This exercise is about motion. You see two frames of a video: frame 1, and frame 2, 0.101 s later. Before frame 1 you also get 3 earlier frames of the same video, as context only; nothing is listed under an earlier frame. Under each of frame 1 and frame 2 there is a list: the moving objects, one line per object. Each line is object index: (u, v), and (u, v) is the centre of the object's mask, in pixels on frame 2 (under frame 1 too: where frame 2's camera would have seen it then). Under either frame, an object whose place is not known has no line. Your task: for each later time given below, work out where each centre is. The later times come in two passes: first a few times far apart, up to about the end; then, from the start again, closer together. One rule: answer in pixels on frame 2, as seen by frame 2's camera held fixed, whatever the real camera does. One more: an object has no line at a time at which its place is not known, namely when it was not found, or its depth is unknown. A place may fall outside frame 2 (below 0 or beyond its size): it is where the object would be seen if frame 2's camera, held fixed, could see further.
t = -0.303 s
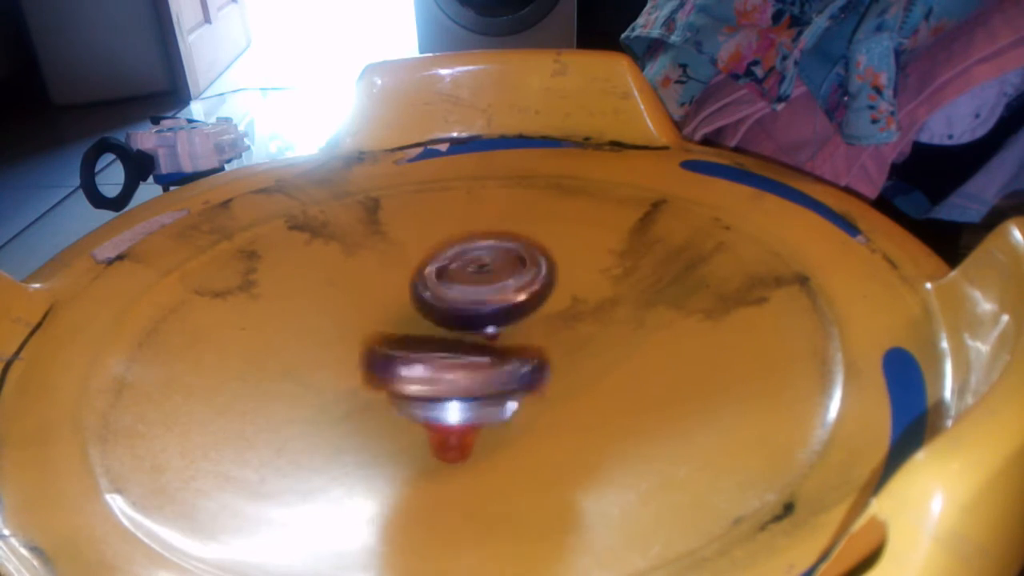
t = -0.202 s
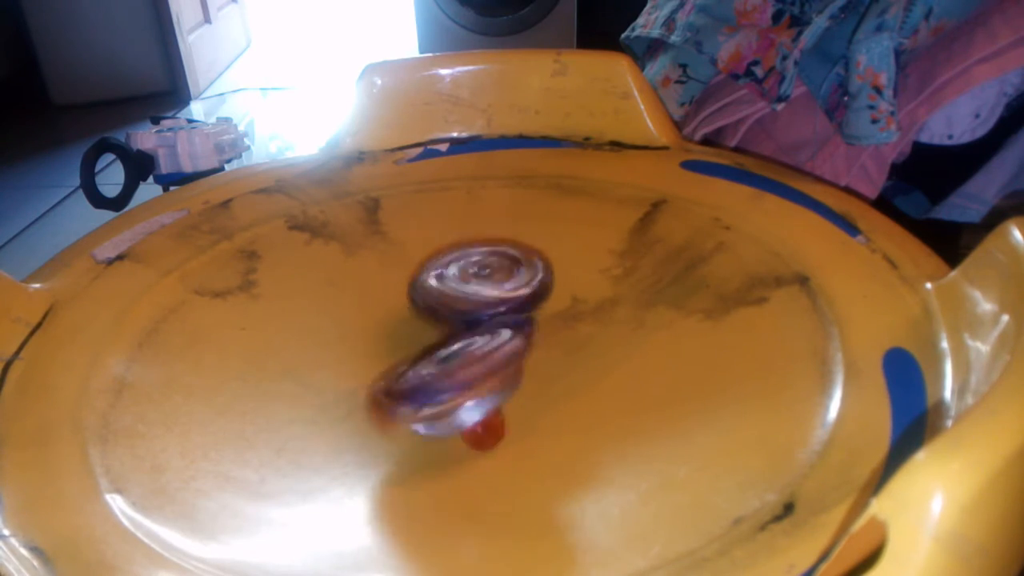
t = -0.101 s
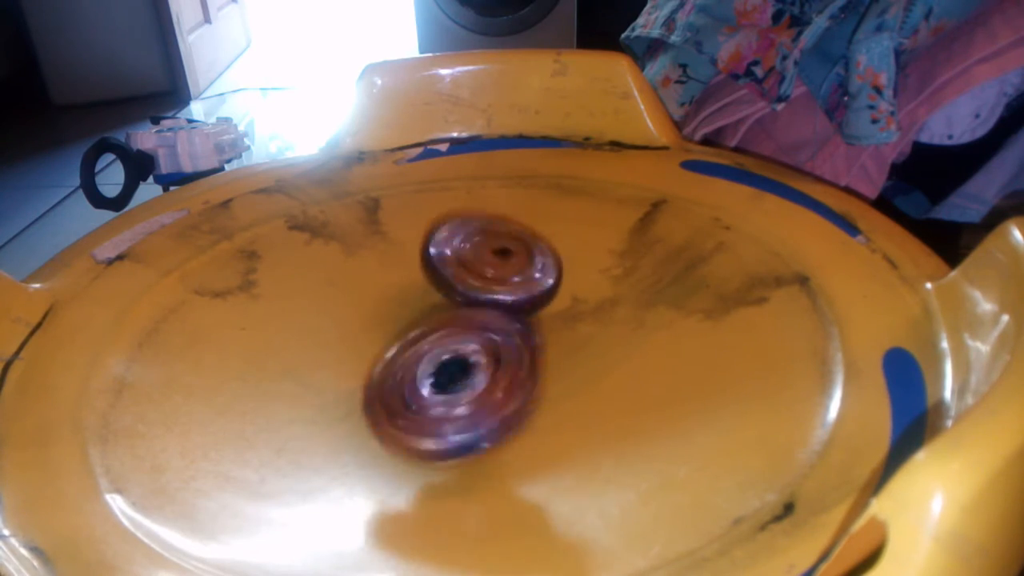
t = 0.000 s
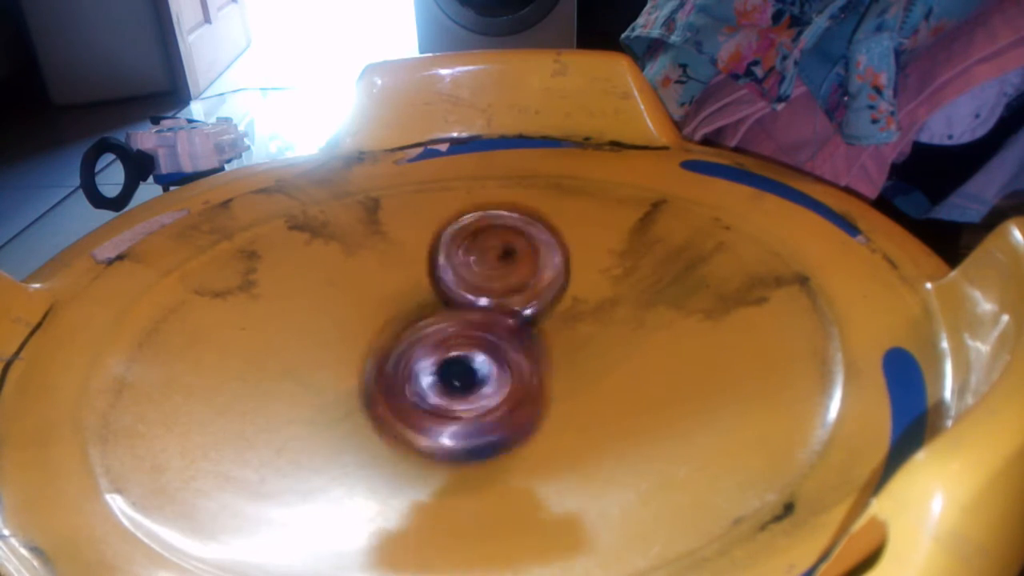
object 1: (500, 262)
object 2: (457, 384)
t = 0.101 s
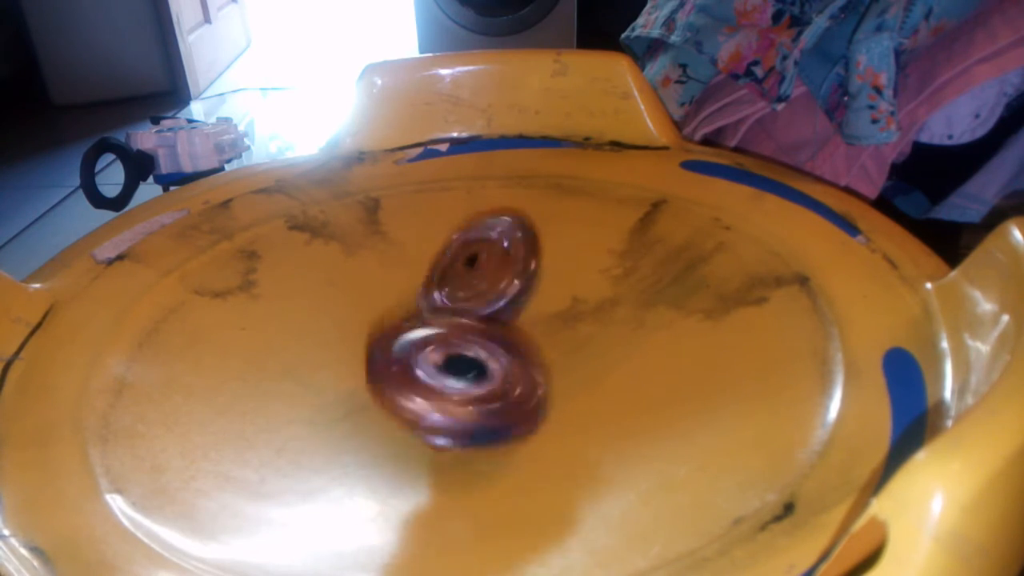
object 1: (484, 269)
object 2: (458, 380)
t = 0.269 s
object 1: (454, 284)
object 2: (448, 376)
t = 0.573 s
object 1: (437, 280)
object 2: (424, 368)
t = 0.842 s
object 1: (435, 276)
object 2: (453, 371)
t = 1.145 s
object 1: (473, 270)
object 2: (455, 367)
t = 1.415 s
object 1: (522, 296)
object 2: (450, 380)
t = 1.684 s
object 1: (516, 294)
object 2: (425, 364)
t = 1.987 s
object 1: (520, 295)
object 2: (450, 369)
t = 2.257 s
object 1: (516, 293)
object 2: (450, 369)
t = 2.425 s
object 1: (516, 293)
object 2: (450, 369)
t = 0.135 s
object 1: (480, 278)
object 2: (460, 379)
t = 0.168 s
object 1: (474, 284)
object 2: (459, 379)
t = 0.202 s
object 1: (467, 287)
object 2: (456, 378)
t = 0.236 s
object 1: (460, 286)
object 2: (455, 375)
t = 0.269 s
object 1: (454, 284)
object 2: (448, 376)
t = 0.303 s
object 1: (453, 280)
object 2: (442, 372)
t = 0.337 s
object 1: (446, 278)
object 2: (435, 370)
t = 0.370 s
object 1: (447, 278)
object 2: (434, 364)
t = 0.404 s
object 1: (443, 278)
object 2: (433, 364)
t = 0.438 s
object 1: (445, 278)
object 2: (429, 360)
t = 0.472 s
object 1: (442, 277)
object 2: (431, 360)
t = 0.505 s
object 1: (442, 280)
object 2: (429, 367)
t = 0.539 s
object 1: (439, 281)
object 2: (427, 368)
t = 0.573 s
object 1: (437, 280)
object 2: (424, 368)
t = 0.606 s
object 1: (435, 280)
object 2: (422, 375)
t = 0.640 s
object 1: (433, 280)
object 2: (423, 379)
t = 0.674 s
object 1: (433, 281)
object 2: (434, 380)
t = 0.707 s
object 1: (438, 280)
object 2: (431, 373)
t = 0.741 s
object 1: (437, 278)
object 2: (441, 374)
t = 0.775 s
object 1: (439, 274)
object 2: (441, 372)
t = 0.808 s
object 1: (439, 276)
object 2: (447, 373)
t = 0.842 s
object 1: (435, 276)
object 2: (453, 371)
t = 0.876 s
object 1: (428, 274)
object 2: (457, 364)
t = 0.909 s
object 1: (425, 277)
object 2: (459, 362)
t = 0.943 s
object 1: (421, 274)
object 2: (454, 358)
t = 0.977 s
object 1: (428, 269)
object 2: (457, 359)
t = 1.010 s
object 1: (434, 263)
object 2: (456, 360)
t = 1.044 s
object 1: (447, 266)
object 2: (455, 363)
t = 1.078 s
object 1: (453, 266)
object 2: (457, 366)
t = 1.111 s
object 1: (462, 268)
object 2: (452, 367)
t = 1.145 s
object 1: (473, 270)
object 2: (455, 367)
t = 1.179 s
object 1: (480, 273)
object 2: (451, 367)
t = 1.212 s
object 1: (490, 282)
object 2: (449, 370)
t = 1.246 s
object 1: (499, 287)
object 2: (449, 372)
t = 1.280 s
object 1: (506, 287)
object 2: (449, 376)
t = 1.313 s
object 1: (510, 288)
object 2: (451, 378)
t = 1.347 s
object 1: (515, 290)
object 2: (453, 379)
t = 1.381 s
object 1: (519, 292)
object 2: (452, 380)
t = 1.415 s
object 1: (522, 296)
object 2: (450, 380)
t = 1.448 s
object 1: (525, 296)
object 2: (449, 378)
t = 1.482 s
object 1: (528, 294)
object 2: (446, 373)
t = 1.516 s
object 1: (529, 293)
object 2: (443, 368)
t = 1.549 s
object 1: (529, 293)
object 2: (436, 364)
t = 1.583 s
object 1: (527, 293)
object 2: (431, 364)
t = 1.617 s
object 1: (523, 294)
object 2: (428, 362)
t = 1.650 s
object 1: (520, 295)
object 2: (426, 363)
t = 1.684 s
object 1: (516, 294)
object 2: (425, 364)
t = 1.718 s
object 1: (514, 295)
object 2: (425, 365)
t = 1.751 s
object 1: (514, 295)
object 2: (426, 365)
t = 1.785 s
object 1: (514, 295)
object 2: (429, 365)
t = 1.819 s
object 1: (514, 295)
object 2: (434, 367)
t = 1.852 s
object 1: (515, 295)
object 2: (441, 368)
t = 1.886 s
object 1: (517, 295)
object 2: (448, 370)
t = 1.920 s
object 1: (520, 294)
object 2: (452, 371)
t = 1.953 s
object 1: (521, 294)
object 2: (451, 370)
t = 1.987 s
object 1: (520, 295)
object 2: (450, 369)
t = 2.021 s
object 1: (518, 295)
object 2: (450, 370)
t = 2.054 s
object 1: (516, 294)
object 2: (451, 370)
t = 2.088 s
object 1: (516, 293)
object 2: (451, 369)
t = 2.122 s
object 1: (516, 293)
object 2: (451, 369)
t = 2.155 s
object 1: (516, 293)
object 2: (451, 369)
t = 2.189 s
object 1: (516, 293)
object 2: (451, 369)
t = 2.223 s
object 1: (516, 293)
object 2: (451, 369)
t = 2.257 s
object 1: (516, 293)
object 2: (450, 369)
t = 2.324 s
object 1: (516, 293)
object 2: (451, 369)
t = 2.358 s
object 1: (516, 293)
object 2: (451, 369)
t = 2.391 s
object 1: (516, 293)
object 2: (450, 369)
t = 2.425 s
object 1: (516, 293)
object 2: (450, 369)
